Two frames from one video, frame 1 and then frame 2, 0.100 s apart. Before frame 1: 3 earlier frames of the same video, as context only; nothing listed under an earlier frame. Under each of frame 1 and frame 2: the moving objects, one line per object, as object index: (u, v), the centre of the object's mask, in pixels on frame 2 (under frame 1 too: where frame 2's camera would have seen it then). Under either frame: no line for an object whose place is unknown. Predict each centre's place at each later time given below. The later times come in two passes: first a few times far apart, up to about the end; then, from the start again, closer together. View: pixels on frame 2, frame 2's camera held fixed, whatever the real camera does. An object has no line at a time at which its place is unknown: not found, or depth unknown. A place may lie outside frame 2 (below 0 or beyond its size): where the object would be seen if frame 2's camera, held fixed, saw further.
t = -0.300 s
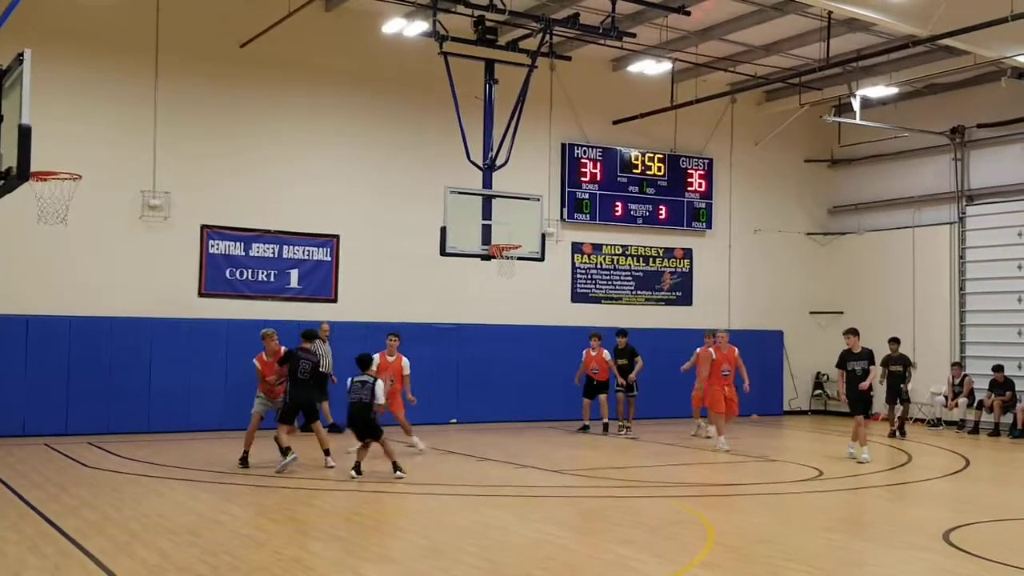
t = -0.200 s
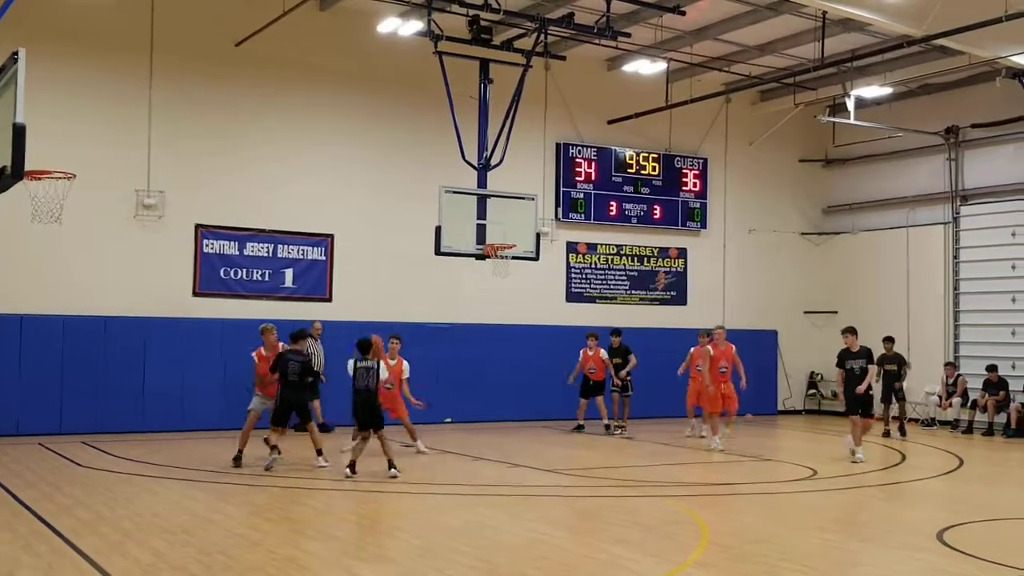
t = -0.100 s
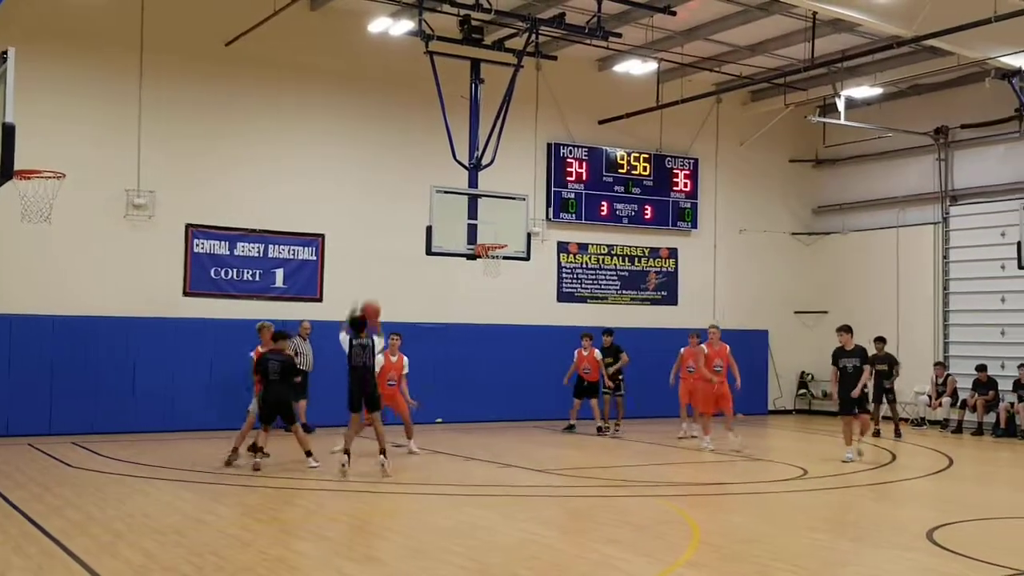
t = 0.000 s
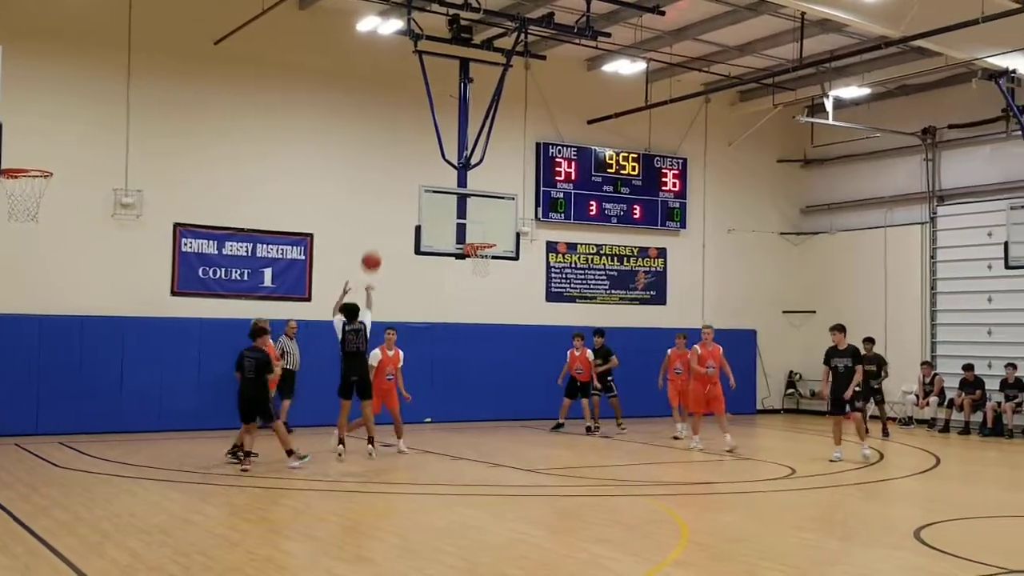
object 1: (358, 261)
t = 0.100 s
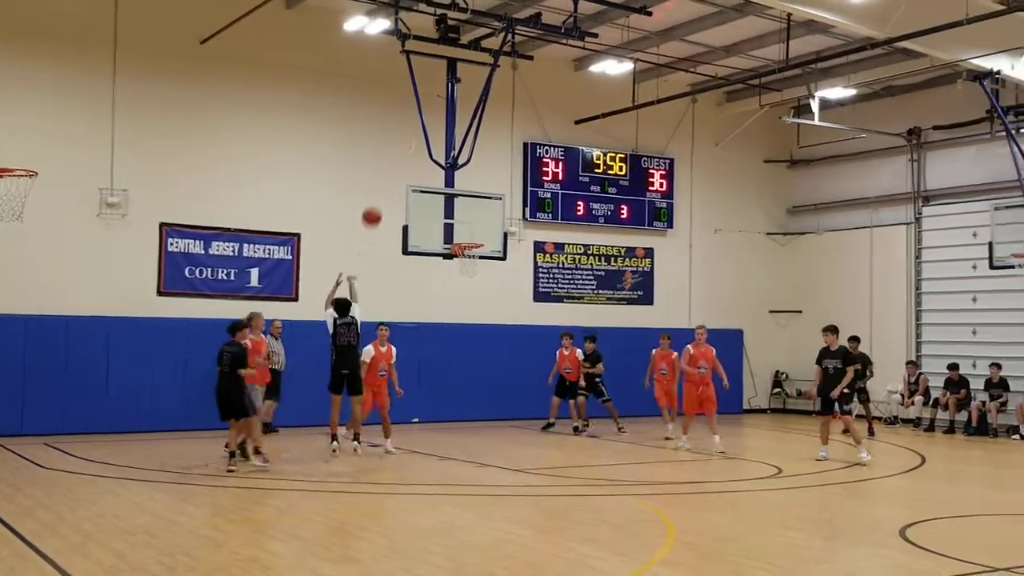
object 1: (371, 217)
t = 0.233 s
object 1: (388, 173)
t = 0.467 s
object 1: (412, 133)
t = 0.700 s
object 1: (433, 134)
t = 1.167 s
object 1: (466, 233)
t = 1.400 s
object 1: (474, 293)
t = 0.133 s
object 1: (376, 204)
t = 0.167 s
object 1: (380, 193)
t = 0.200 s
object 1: (384, 182)
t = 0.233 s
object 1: (388, 173)
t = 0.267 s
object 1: (392, 164)
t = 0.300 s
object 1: (396, 157)
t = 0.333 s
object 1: (399, 151)
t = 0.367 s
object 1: (403, 145)
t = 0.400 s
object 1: (407, 140)
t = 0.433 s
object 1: (409, 137)
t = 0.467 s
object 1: (412, 133)
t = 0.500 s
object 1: (416, 131)
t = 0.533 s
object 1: (419, 130)
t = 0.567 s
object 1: (422, 130)
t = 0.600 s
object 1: (425, 130)
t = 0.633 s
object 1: (428, 130)
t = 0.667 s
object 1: (431, 132)
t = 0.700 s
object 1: (433, 134)
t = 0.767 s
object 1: (438, 141)
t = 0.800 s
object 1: (441, 146)
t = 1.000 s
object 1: (456, 184)
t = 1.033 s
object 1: (457, 193)
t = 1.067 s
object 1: (460, 202)
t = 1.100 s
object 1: (462, 212)
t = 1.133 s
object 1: (464, 222)
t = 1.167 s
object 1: (466, 233)
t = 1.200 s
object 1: (469, 244)
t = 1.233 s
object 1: (471, 256)
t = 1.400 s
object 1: (474, 293)
